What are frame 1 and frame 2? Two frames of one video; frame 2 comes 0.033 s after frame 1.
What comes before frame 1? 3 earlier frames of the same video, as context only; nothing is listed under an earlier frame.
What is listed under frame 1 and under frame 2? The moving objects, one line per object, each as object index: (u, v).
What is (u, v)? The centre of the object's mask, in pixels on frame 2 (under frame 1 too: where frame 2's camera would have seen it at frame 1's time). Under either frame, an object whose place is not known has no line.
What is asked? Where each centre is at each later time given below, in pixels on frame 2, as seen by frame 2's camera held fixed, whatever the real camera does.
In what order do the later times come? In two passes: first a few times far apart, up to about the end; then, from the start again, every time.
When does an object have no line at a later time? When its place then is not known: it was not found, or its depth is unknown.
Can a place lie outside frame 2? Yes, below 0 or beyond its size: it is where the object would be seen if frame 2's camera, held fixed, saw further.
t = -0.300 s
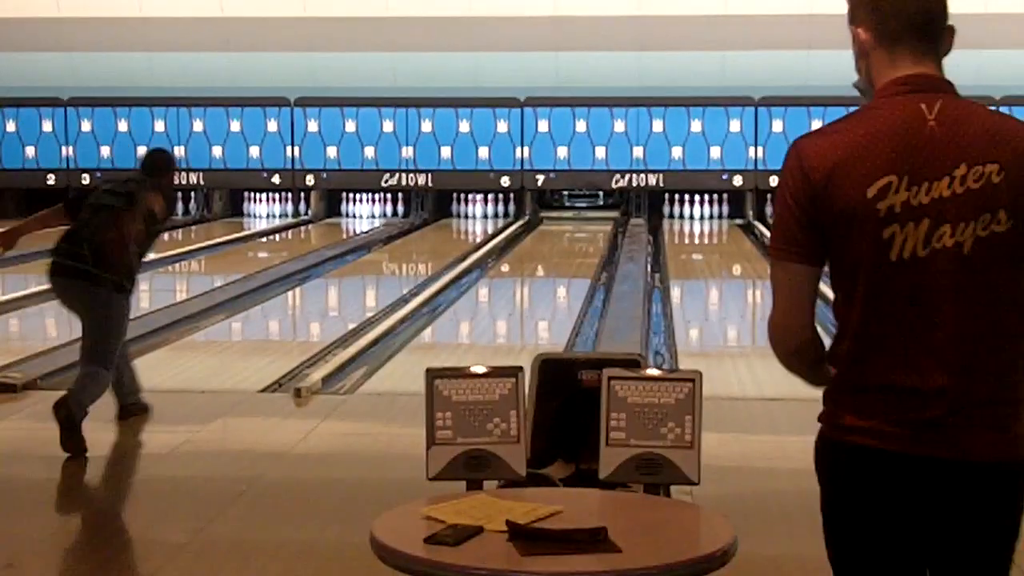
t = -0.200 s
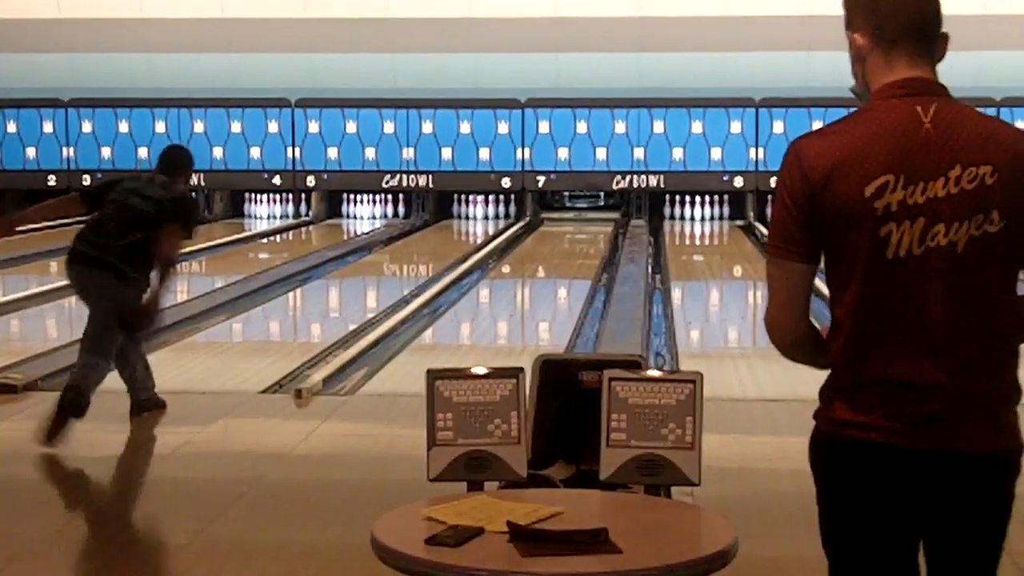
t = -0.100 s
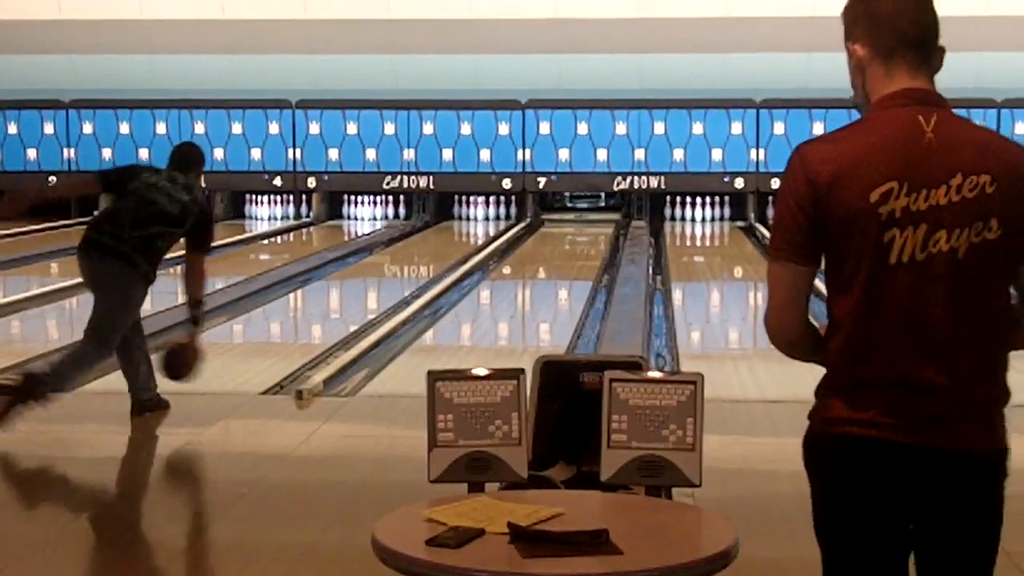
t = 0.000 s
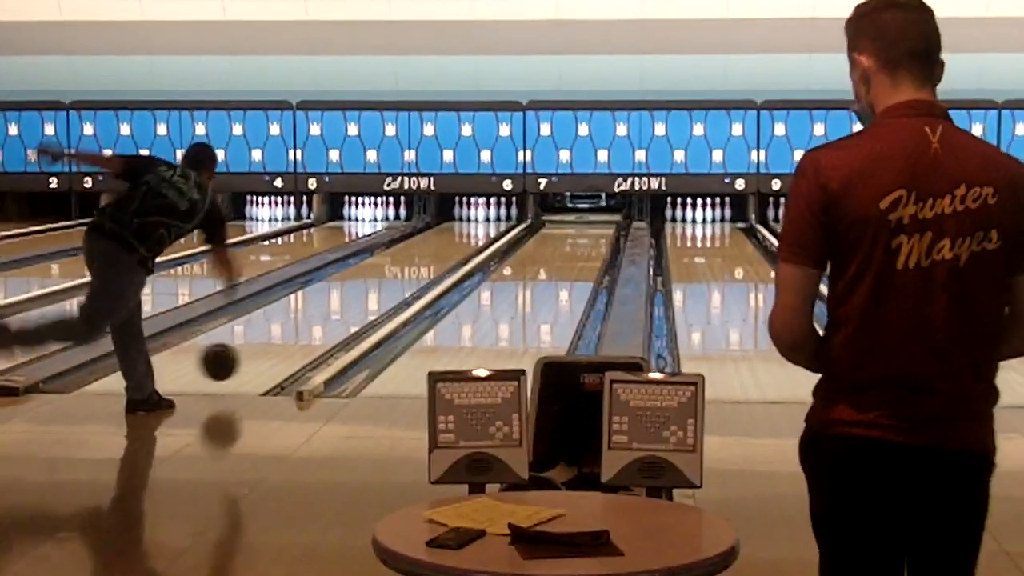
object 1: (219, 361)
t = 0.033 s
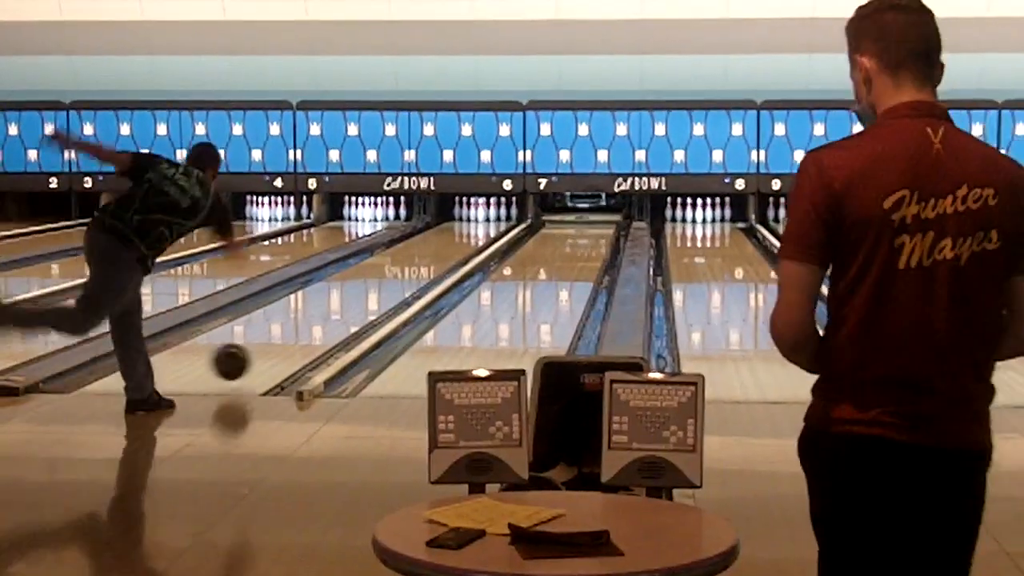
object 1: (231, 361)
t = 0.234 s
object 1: (288, 341)
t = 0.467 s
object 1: (338, 314)
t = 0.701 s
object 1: (375, 294)
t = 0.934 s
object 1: (404, 277)
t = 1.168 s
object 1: (426, 264)
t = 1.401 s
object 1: (443, 253)
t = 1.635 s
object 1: (456, 244)
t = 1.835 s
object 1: (465, 236)
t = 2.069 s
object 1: (473, 230)
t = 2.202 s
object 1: (477, 225)
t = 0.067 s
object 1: (242, 363)
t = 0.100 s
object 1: (252, 359)
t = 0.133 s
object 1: (262, 355)
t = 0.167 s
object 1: (272, 350)
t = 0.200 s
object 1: (279, 345)
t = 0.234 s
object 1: (288, 341)
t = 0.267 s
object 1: (296, 337)
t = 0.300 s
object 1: (304, 332)
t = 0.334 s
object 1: (311, 329)
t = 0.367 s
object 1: (319, 325)
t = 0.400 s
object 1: (326, 321)
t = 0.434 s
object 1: (332, 317)
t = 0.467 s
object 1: (338, 314)
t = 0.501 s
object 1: (344, 311)
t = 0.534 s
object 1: (350, 308)
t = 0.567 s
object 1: (355, 305)
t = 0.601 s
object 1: (360, 302)
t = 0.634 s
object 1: (366, 299)
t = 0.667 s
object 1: (371, 296)
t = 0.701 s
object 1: (375, 294)
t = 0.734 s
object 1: (380, 292)
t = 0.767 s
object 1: (384, 289)
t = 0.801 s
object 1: (389, 286)
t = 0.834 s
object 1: (392, 284)
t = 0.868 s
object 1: (396, 281)
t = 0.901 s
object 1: (400, 279)
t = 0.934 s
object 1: (404, 277)
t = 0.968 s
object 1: (408, 275)
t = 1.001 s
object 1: (411, 273)
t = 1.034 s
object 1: (414, 271)
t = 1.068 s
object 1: (418, 269)
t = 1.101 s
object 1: (420, 267)
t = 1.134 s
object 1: (423, 266)
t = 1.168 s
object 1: (426, 264)
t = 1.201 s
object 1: (428, 262)
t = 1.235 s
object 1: (431, 260)
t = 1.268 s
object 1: (434, 259)
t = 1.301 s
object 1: (436, 258)
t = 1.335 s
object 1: (438, 256)
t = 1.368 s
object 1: (441, 254)
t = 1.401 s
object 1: (443, 253)
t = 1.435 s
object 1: (445, 252)
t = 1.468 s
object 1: (447, 250)
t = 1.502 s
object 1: (449, 249)
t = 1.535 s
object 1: (451, 248)
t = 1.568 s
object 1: (453, 247)
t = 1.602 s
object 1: (454, 245)
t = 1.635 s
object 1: (456, 244)
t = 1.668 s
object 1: (458, 242)
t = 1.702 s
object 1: (460, 240)
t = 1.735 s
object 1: (461, 239)
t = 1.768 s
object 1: (463, 239)
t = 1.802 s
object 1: (464, 238)
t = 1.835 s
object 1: (465, 236)
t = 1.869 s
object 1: (467, 236)
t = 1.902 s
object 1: (468, 234)
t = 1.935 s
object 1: (469, 233)
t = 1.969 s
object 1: (470, 232)
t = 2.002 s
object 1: (471, 231)
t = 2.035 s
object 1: (472, 230)
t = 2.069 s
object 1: (473, 230)
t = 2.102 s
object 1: (475, 228)
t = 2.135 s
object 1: (475, 228)
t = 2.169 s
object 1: (476, 226)
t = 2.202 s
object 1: (477, 225)
